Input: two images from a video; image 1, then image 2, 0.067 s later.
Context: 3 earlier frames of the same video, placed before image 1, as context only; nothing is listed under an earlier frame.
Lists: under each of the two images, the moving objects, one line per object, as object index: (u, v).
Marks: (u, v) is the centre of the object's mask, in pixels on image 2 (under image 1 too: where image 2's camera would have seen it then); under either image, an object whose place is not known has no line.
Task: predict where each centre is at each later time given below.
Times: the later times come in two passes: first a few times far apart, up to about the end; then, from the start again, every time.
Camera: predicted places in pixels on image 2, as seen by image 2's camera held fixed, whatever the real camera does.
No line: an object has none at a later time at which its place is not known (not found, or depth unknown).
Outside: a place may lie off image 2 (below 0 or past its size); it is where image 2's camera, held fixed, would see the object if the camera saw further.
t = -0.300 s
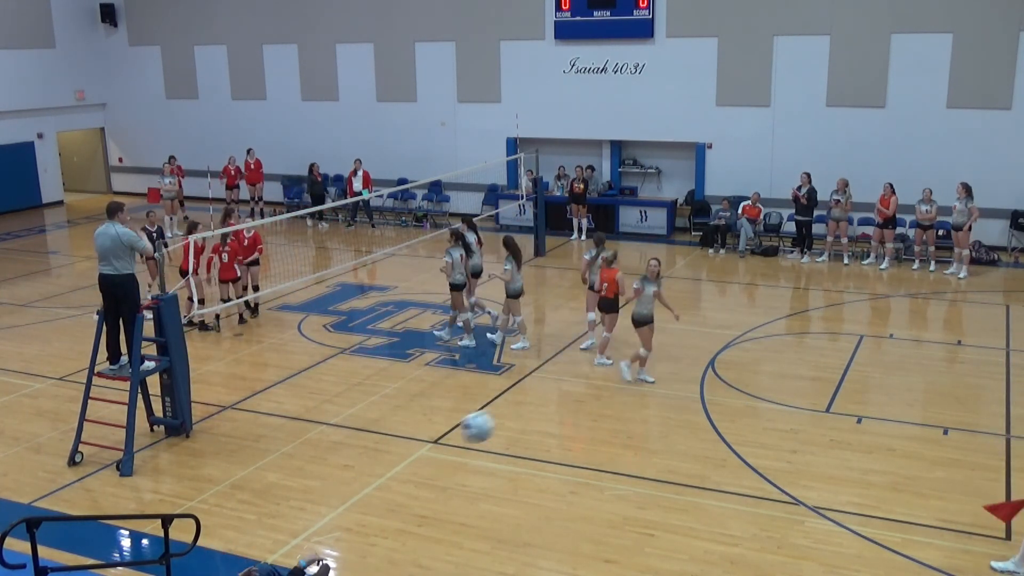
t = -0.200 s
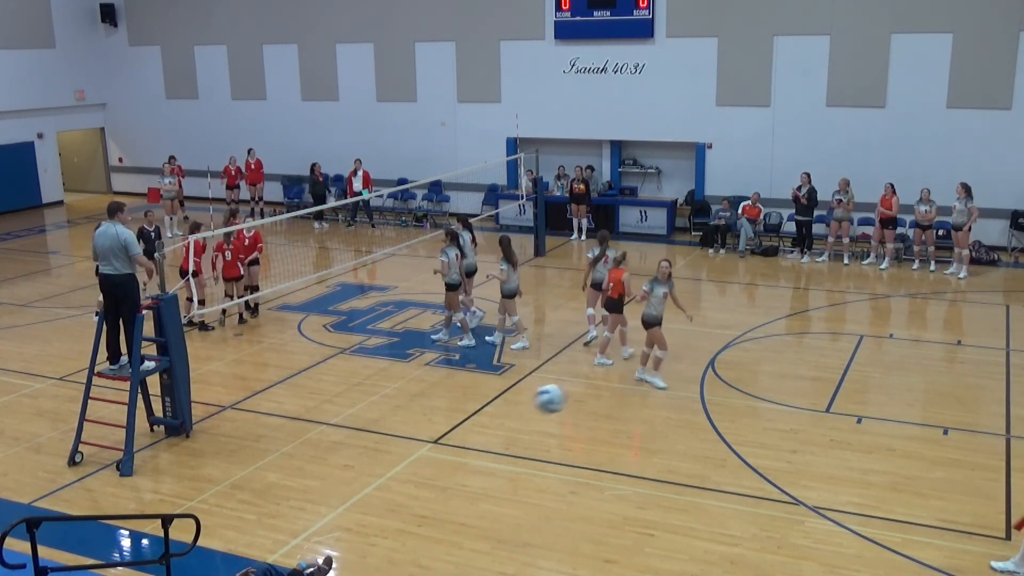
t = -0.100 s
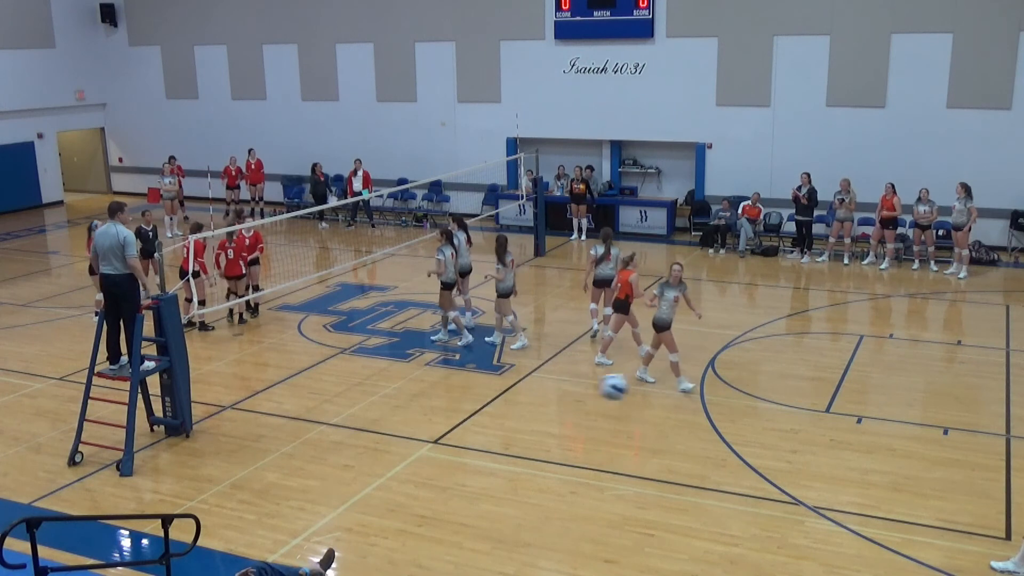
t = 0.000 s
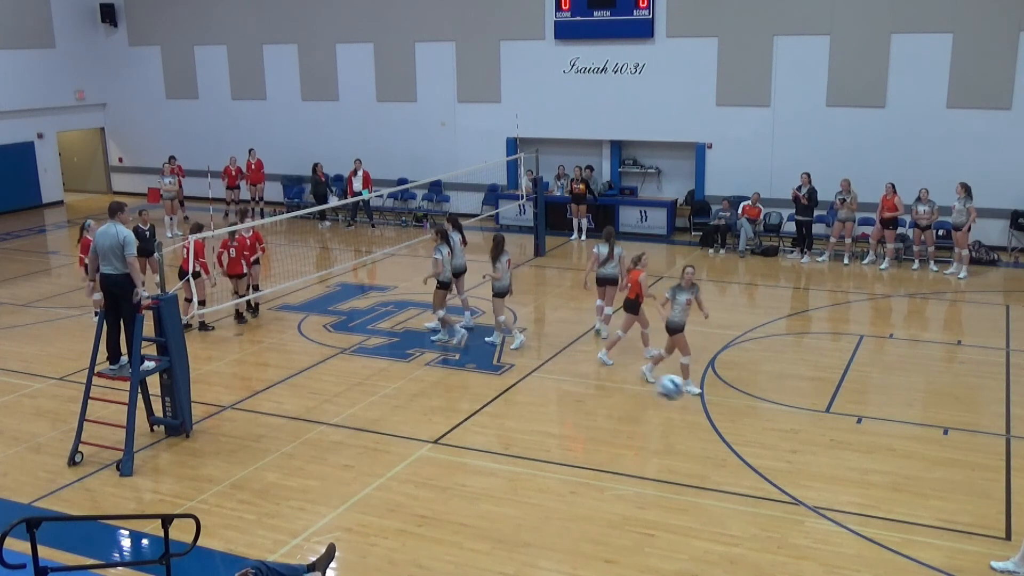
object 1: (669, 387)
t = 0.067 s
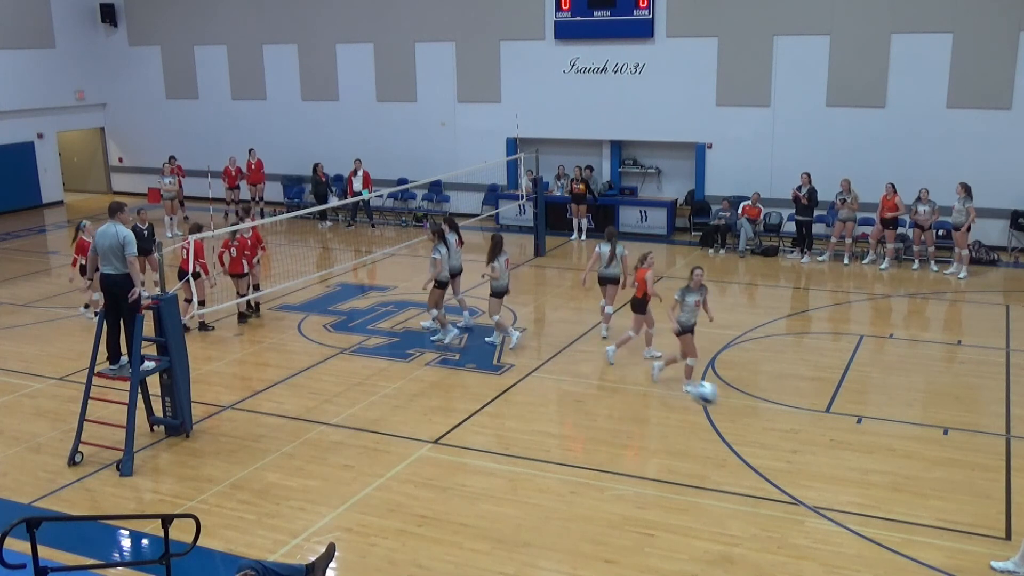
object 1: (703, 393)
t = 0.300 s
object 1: (800, 442)
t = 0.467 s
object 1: (851, 488)
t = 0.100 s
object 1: (720, 397)
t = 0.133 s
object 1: (734, 403)
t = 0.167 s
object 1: (749, 410)
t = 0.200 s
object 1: (762, 416)
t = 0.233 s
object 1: (776, 423)
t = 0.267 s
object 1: (789, 433)
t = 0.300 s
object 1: (800, 442)
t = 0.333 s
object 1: (811, 451)
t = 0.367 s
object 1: (823, 462)
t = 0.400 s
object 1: (833, 473)
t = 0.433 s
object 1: (844, 484)
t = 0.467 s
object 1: (851, 488)
